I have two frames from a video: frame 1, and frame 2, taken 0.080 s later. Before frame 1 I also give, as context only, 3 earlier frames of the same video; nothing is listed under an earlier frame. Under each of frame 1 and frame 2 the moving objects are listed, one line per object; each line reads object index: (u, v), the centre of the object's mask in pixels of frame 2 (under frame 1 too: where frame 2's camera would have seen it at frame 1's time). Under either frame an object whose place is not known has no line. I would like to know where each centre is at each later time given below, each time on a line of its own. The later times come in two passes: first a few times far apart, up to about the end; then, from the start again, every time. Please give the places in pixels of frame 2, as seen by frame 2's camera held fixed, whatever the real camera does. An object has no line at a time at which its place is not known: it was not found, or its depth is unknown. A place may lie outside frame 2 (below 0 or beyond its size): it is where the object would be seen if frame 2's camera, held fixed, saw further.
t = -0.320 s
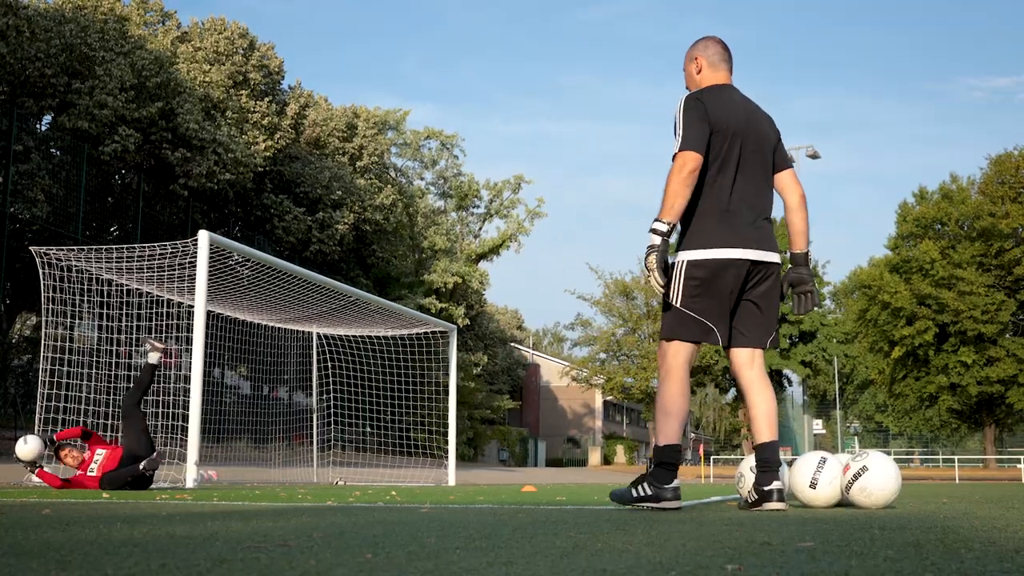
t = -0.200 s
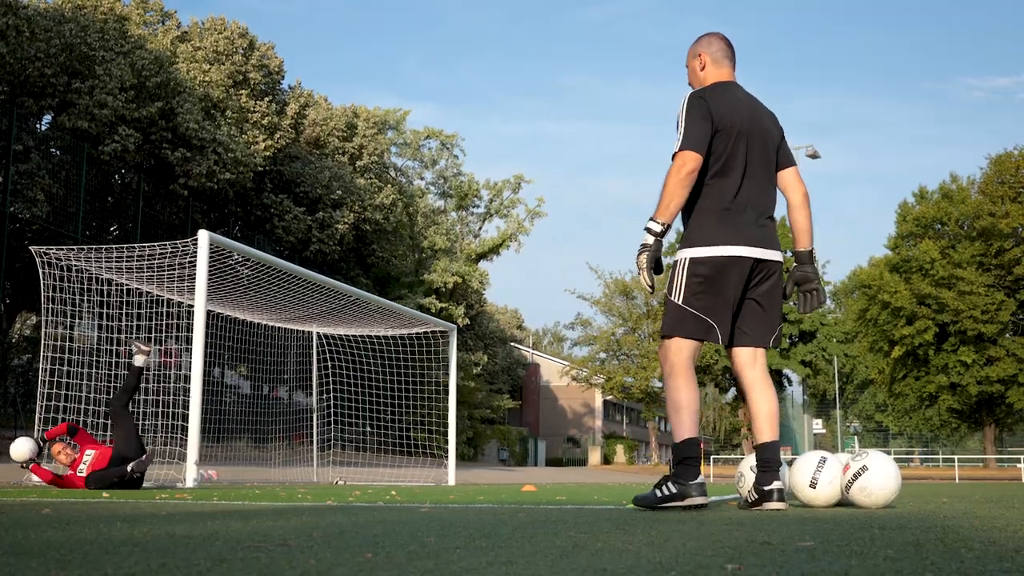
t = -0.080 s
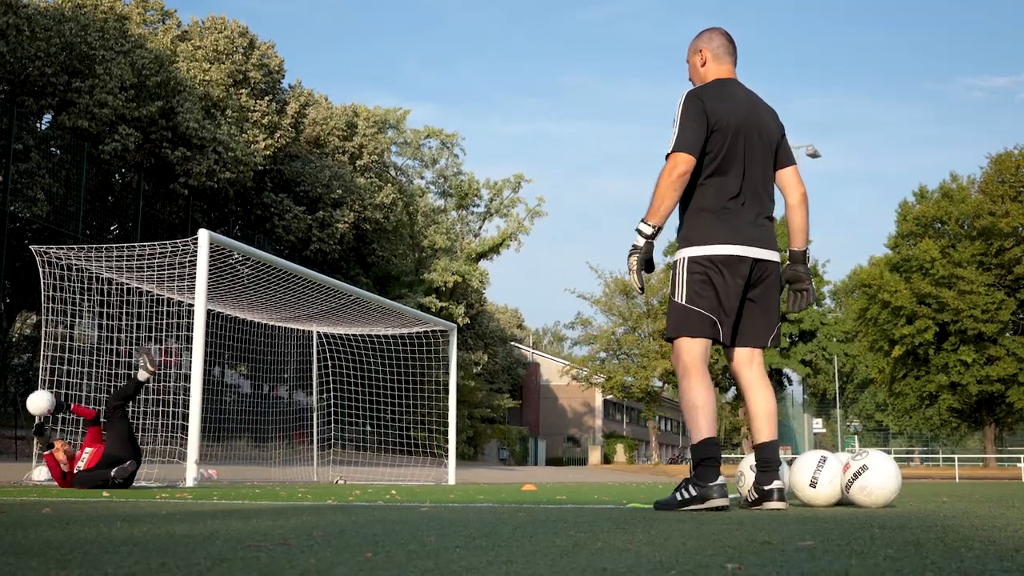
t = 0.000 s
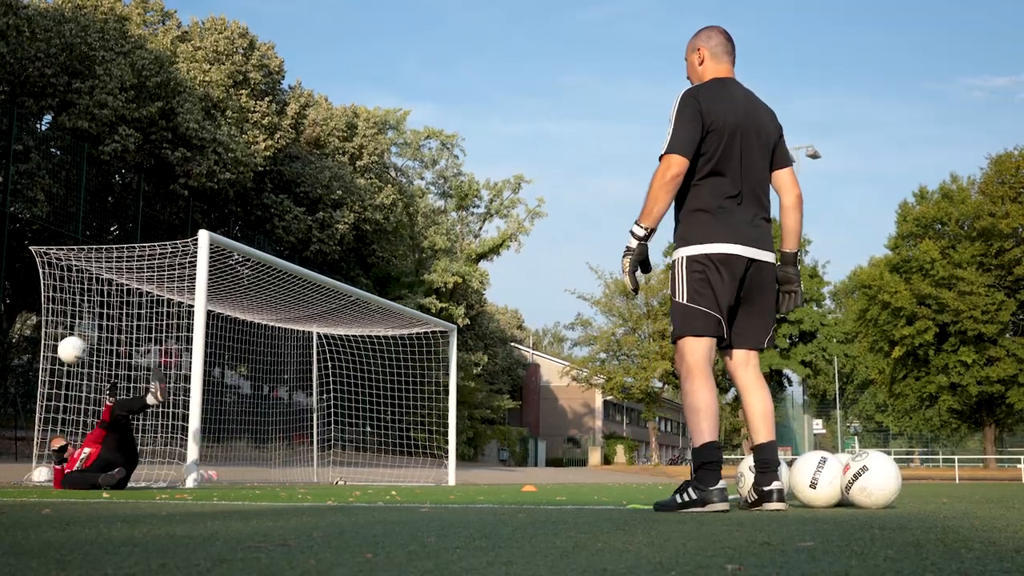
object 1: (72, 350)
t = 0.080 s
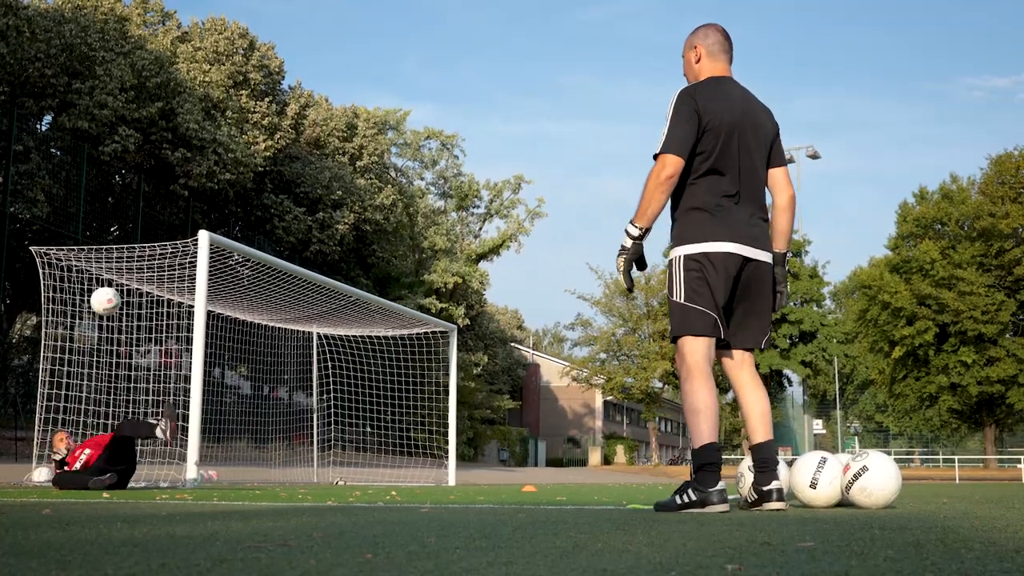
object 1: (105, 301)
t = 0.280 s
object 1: (195, 201)
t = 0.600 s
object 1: (368, 124)
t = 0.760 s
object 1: (480, 142)
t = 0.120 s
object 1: (122, 278)
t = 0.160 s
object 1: (140, 257)
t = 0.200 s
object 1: (158, 237)
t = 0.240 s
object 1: (176, 218)
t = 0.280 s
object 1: (195, 201)
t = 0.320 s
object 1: (214, 185)
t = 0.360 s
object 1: (234, 171)
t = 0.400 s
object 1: (254, 158)
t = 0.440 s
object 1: (275, 147)
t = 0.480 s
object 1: (297, 138)
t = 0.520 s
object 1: (320, 131)
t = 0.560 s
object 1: (344, 126)
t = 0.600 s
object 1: (368, 124)
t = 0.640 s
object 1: (394, 124)
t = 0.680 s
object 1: (421, 127)
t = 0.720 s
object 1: (450, 133)
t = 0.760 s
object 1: (480, 142)
